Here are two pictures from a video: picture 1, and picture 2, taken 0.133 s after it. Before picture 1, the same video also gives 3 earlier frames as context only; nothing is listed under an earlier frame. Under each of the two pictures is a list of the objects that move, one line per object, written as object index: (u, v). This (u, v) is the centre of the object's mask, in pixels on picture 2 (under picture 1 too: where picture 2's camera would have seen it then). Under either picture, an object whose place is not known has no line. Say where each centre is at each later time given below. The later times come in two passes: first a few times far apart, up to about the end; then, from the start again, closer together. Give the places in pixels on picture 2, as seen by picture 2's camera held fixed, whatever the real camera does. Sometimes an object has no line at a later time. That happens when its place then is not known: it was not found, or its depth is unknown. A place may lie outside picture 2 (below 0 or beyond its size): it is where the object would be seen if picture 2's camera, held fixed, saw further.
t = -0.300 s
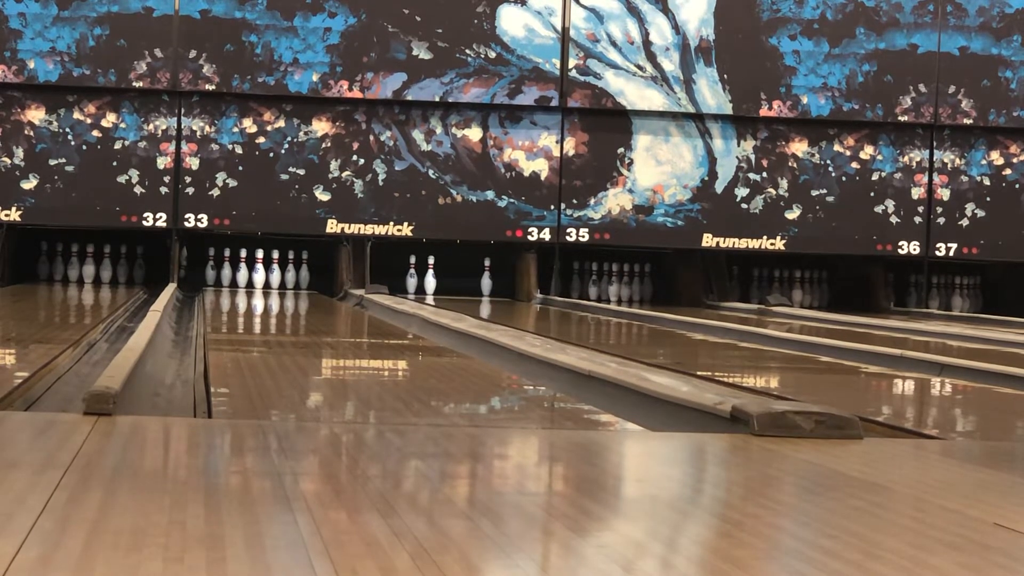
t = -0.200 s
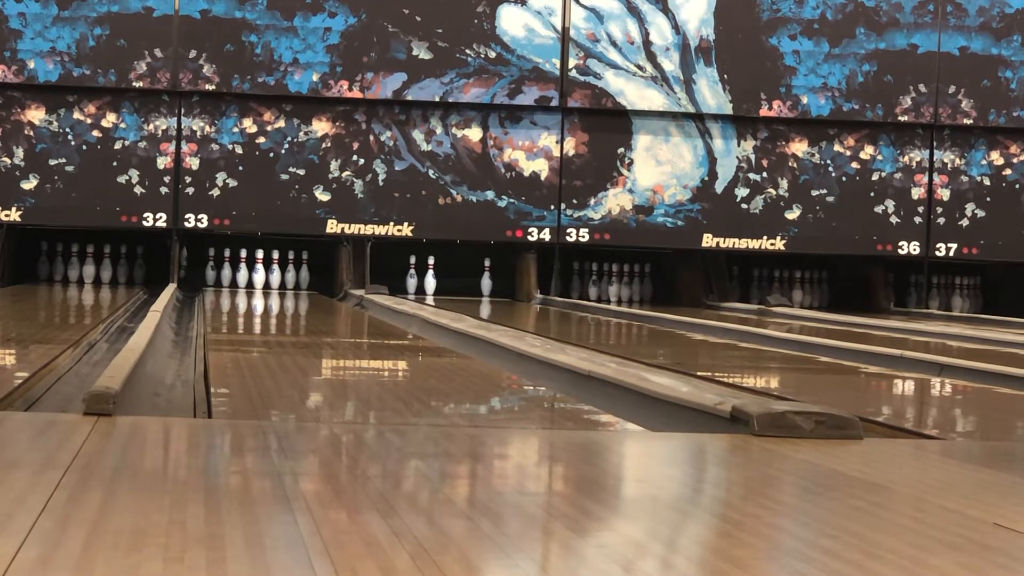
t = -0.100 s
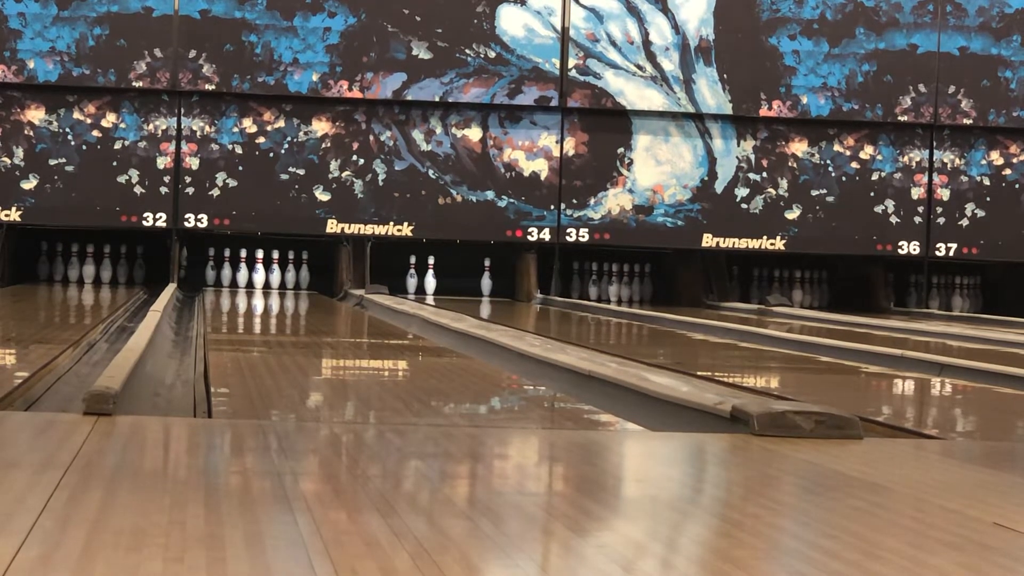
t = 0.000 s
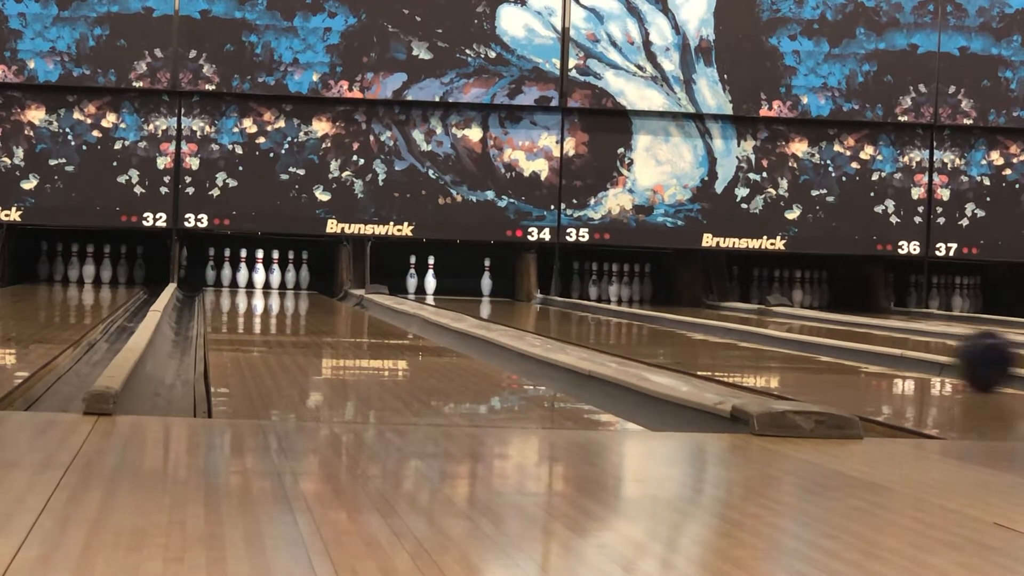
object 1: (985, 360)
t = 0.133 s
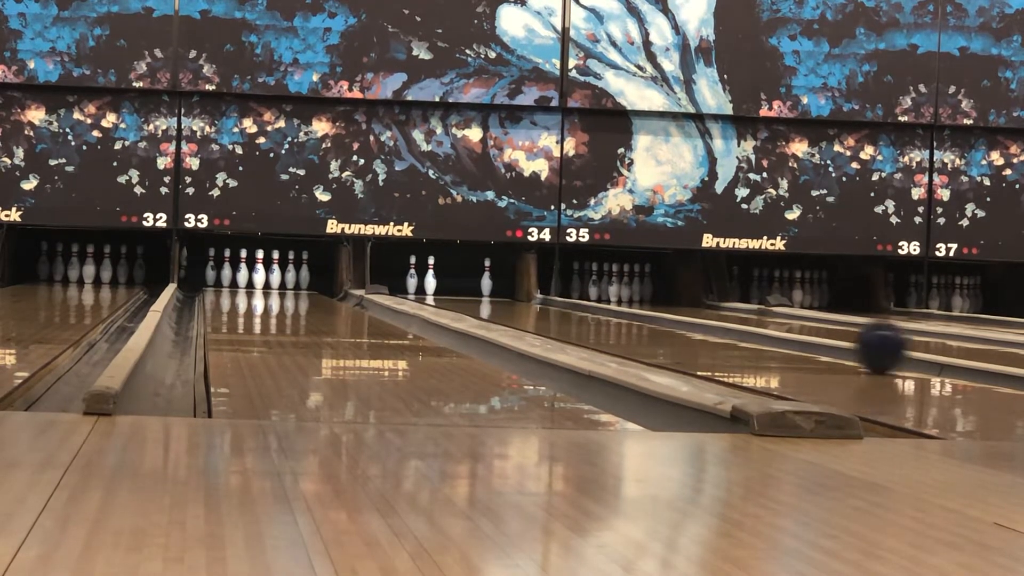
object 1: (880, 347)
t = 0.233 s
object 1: (818, 338)
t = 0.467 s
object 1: (707, 322)
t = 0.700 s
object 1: (626, 313)
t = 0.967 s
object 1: (559, 300)
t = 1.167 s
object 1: (518, 296)
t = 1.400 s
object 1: (478, 291)
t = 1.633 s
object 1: (444, 286)
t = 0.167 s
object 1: (858, 344)
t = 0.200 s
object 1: (838, 342)
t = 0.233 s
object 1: (818, 338)
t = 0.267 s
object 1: (800, 336)
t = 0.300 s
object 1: (781, 333)
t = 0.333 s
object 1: (765, 330)
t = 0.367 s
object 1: (749, 329)
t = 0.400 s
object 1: (734, 326)
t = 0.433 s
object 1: (720, 324)
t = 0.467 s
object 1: (707, 322)
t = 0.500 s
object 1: (694, 320)
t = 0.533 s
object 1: (681, 318)
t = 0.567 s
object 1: (669, 317)
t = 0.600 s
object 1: (658, 316)
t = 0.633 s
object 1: (648, 315)
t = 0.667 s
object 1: (637, 313)
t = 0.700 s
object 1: (626, 313)
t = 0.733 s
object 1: (617, 310)
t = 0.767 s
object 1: (607, 308)
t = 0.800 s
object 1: (598, 307)
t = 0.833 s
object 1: (590, 306)
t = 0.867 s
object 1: (582, 304)
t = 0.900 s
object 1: (573, 304)
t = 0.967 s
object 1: (559, 300)
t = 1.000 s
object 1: (551, 300)
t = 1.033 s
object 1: (543, 299)
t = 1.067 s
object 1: (537, 298)
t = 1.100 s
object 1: (531, 297)
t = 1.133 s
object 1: (525, 296)
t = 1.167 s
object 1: (518, 296)
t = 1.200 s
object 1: (513, 295)
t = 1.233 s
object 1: (506, 294)
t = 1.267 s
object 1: (499, 293)
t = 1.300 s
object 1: (495, 292)
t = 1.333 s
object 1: (488, 292)
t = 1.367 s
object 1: (484, 291)
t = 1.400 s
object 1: (478, 291)
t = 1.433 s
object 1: (473, 290)
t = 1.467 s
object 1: (467, 289)
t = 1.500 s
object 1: (463, 288)
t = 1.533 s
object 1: (457, 287)
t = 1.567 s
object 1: (452, 288)
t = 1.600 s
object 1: (449, 288)
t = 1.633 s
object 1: (444, 286)
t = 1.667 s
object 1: (440, 285)
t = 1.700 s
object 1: (435, 285)
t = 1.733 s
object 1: (431, 284)
